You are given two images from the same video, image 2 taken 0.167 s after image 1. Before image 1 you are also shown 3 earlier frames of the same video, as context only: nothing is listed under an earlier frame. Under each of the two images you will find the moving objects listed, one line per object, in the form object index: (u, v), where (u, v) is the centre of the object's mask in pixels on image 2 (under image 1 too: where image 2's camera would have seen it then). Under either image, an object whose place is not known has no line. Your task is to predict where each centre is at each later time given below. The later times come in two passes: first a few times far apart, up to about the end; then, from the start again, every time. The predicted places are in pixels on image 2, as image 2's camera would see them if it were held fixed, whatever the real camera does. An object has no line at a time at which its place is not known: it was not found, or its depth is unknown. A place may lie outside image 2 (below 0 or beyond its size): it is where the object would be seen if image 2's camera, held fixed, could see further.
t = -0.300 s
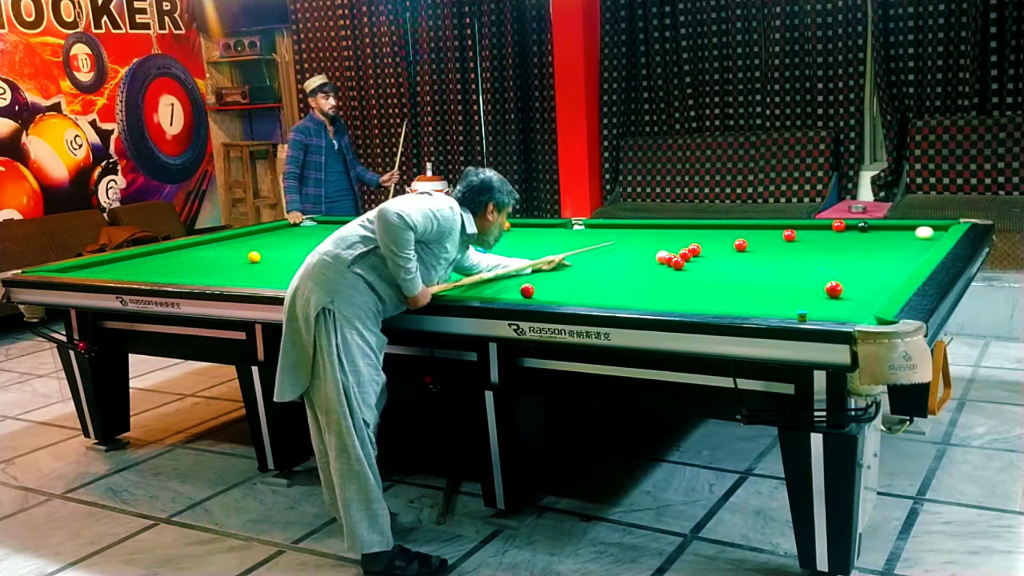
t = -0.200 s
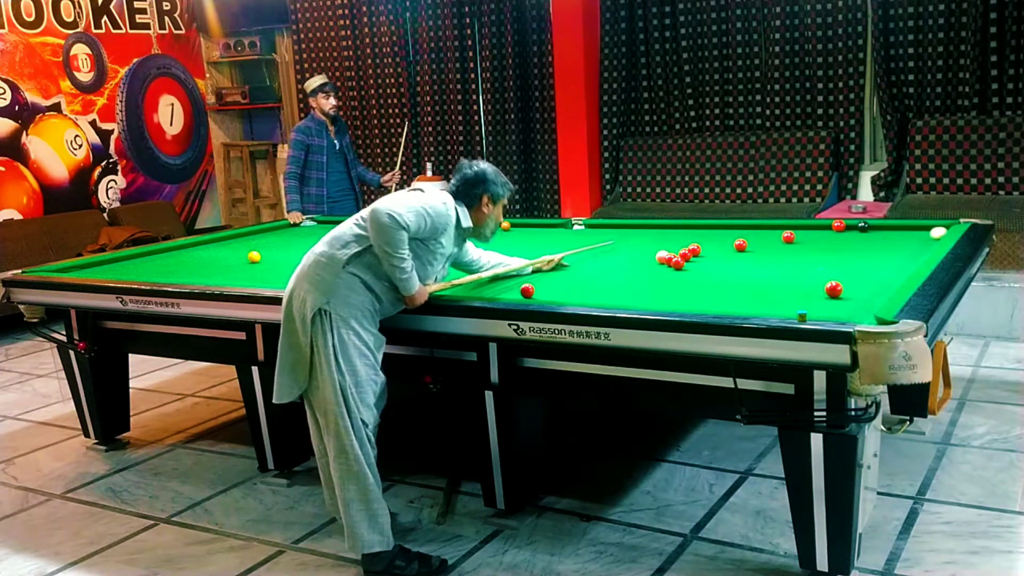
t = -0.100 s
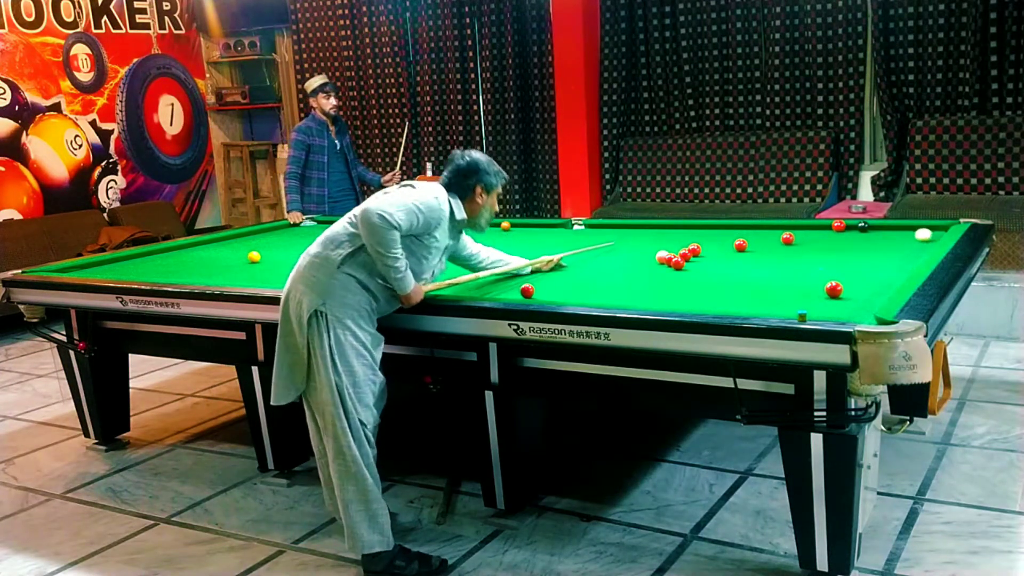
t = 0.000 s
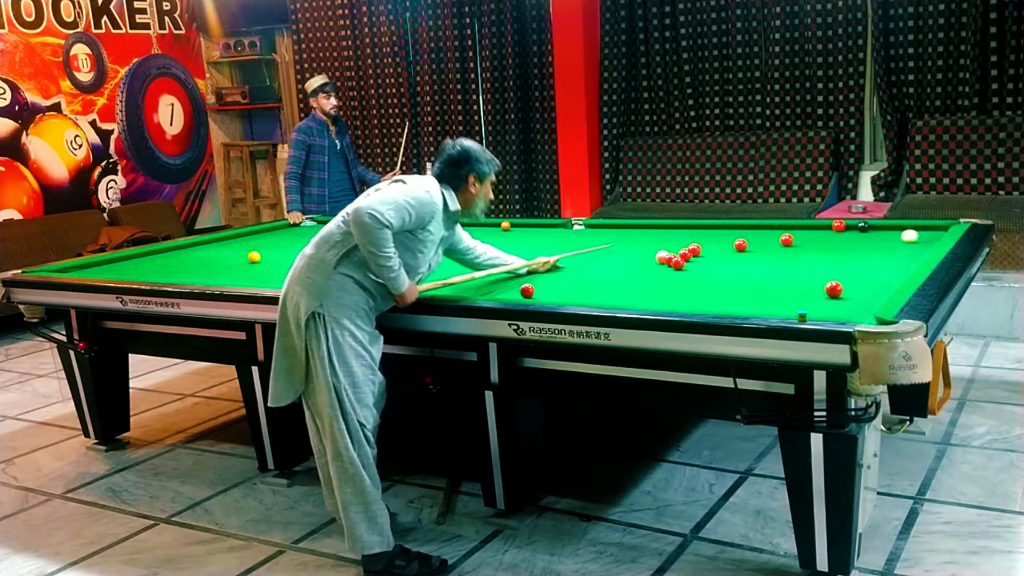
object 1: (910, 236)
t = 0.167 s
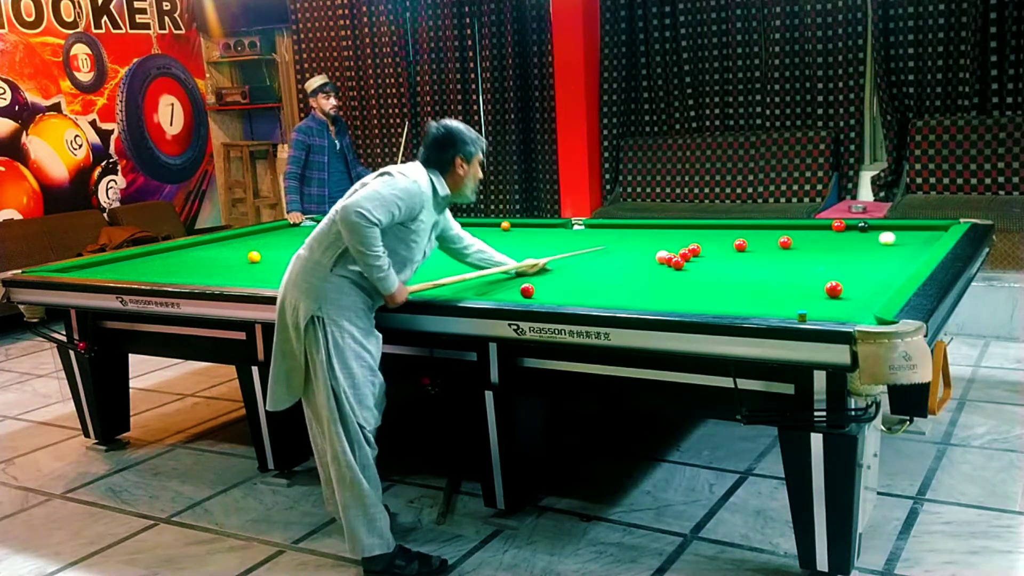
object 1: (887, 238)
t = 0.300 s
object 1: (869, 240)
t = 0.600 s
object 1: (831, 244)
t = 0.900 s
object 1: (795, 248)
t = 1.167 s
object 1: (764, 251)
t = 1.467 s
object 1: (732, 255)
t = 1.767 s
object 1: (703, 258)
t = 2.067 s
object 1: (684, 260)
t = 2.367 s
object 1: (679, 261)
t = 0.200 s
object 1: (882, 239)
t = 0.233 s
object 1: (878, 239)
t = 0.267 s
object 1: (873, 240)
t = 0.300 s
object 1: (869, 240)
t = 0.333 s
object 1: (865, 240)
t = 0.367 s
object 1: (860, 241)
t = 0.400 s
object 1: (856, 241)
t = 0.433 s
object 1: (852, 242)
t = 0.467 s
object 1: (848, 242)
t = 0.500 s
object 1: (843, 243)
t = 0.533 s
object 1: (839, 243)
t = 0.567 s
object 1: (835, 244)
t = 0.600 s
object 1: (831, 244)
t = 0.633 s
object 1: (827, 244)
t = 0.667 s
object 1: (822, 245)
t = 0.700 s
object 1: (818, 245)
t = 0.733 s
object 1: (814, 246)
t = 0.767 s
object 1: (810, 246)
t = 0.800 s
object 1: (806, 247)
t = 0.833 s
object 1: (803, 247)
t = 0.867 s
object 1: (798, 248)
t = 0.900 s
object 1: (795, 248)
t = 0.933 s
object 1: (792, 248)
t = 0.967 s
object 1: (788, 248)
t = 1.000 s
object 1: (785, 248)
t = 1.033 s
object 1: (780, 247)
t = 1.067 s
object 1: (774, 247)
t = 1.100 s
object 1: (770, 249)
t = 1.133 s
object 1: (766, 250)
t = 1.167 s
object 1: (764, 251)
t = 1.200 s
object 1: (761, 252)
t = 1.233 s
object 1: (757, 252)
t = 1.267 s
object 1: (753, 253)
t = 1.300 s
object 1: (750, 253)
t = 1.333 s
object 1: (746, 253)
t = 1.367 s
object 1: (743, 254)
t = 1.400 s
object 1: (739, 254)
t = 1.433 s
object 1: (736, 254)
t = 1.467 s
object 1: (732, 255)
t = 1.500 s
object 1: (729, 255)
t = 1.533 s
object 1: (726, 256)
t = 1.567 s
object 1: (722, 256)
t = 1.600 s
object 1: (719, 256)
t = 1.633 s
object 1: (716, 257)
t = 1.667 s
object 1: (713, 257)
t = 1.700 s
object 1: (709, 258)
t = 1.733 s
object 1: (706, 258)
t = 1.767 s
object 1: (703, 258)
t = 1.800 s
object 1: (700, 259)
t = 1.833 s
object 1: (697, 259)
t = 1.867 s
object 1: (694, 259)
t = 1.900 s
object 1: (691, 260)
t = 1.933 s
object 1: (688, 260)
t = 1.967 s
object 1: (687, 260)
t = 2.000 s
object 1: (685, 260)
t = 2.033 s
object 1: (684, 260)
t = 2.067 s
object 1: (684, 260)
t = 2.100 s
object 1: (683, 260)
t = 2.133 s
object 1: (682, 260)
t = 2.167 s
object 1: (682, 260)
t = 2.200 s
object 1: (681, 260)
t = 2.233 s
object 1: (680, 260)
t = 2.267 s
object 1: (680, 261)
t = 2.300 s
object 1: (679, 261)
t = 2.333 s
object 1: (679, 261)
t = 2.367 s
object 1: (679, 261)
